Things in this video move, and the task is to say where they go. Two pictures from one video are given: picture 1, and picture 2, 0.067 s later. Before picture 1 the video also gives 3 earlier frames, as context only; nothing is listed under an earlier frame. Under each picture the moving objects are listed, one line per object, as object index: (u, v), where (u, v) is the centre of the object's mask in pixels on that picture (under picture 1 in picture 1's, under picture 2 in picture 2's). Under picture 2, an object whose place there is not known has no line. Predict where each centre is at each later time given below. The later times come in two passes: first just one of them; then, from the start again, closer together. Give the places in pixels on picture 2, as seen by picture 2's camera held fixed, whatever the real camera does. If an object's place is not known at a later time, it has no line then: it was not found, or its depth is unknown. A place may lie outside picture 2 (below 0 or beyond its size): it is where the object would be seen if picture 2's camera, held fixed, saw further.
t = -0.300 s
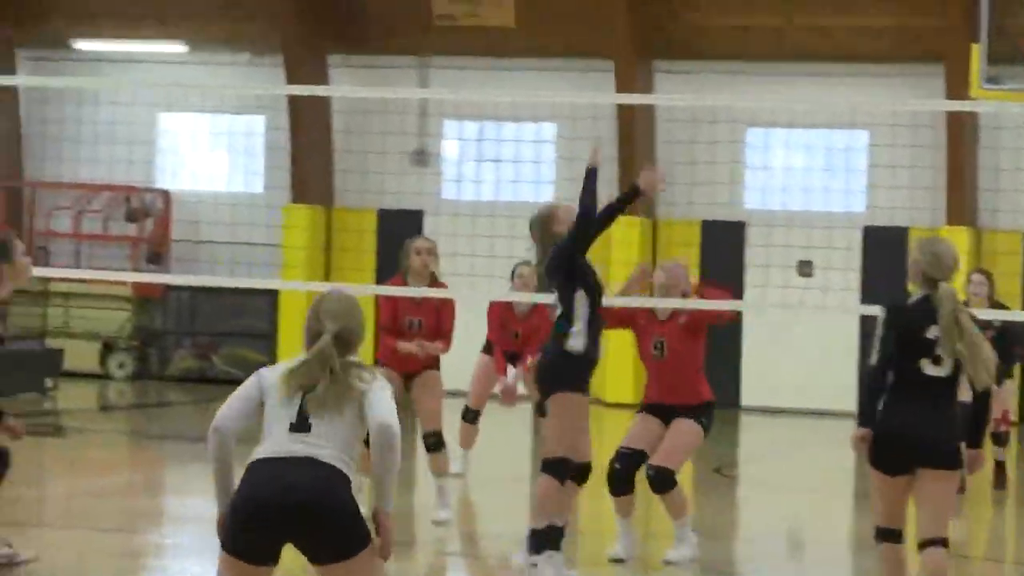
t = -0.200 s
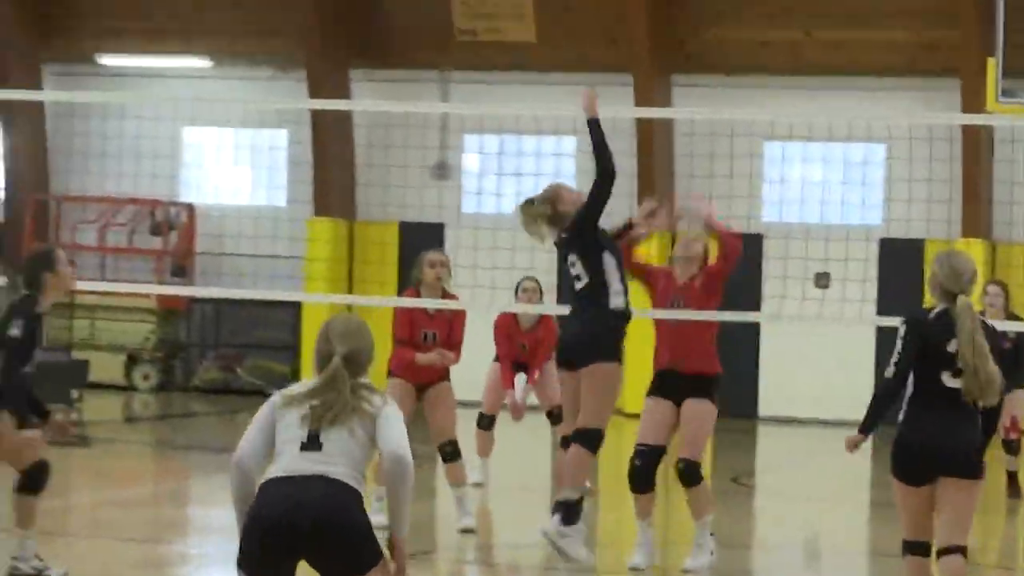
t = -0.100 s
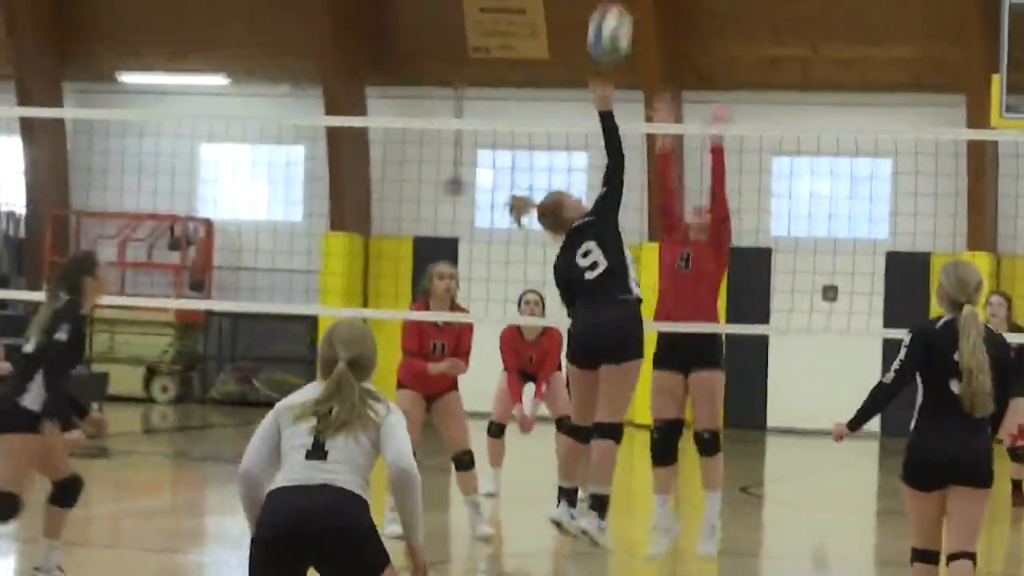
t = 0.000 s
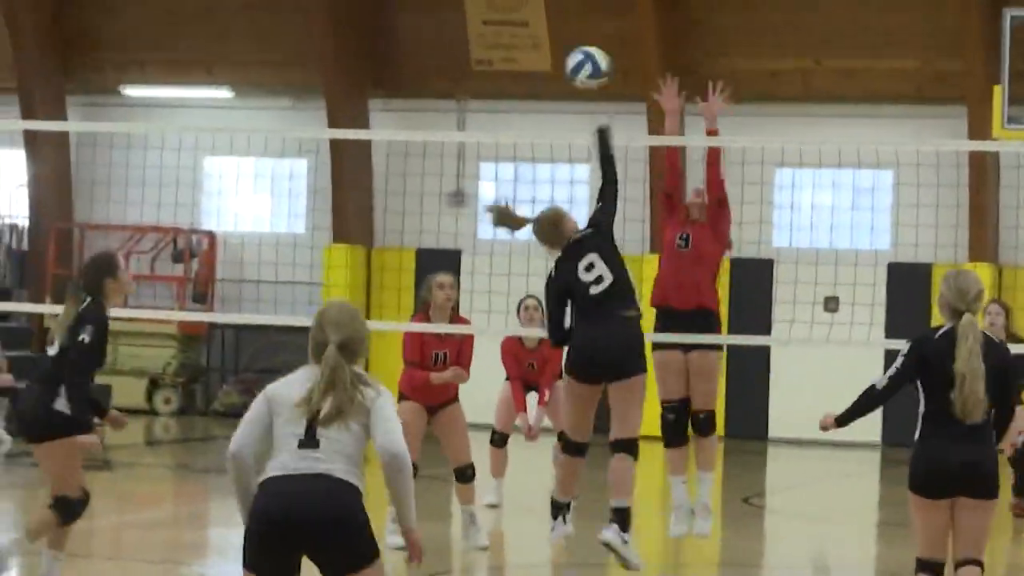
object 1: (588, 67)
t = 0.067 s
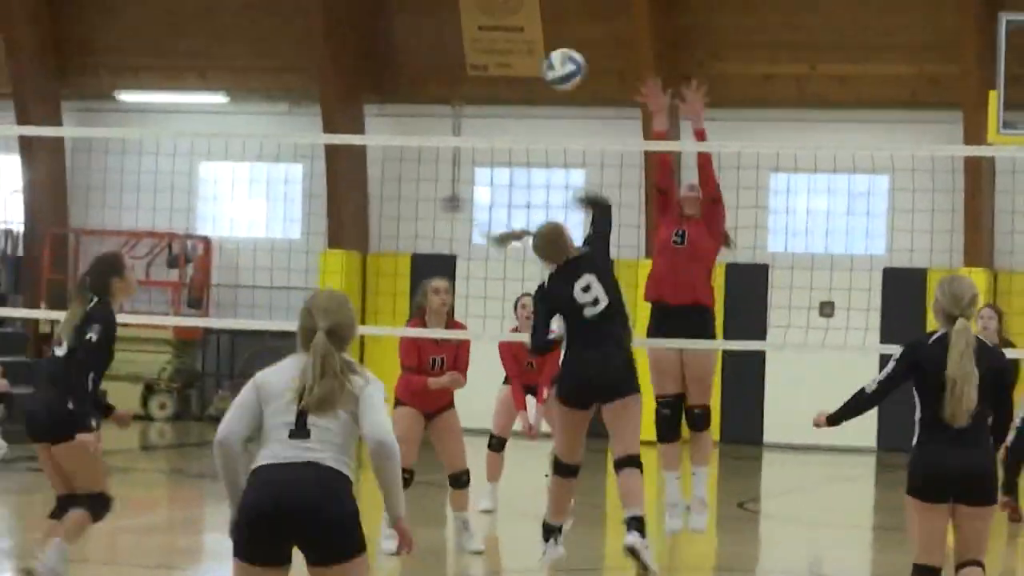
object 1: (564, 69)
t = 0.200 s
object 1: (535, 84)
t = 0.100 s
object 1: (557, 70)
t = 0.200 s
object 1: (535, 84)
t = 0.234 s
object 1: (528, 93)
